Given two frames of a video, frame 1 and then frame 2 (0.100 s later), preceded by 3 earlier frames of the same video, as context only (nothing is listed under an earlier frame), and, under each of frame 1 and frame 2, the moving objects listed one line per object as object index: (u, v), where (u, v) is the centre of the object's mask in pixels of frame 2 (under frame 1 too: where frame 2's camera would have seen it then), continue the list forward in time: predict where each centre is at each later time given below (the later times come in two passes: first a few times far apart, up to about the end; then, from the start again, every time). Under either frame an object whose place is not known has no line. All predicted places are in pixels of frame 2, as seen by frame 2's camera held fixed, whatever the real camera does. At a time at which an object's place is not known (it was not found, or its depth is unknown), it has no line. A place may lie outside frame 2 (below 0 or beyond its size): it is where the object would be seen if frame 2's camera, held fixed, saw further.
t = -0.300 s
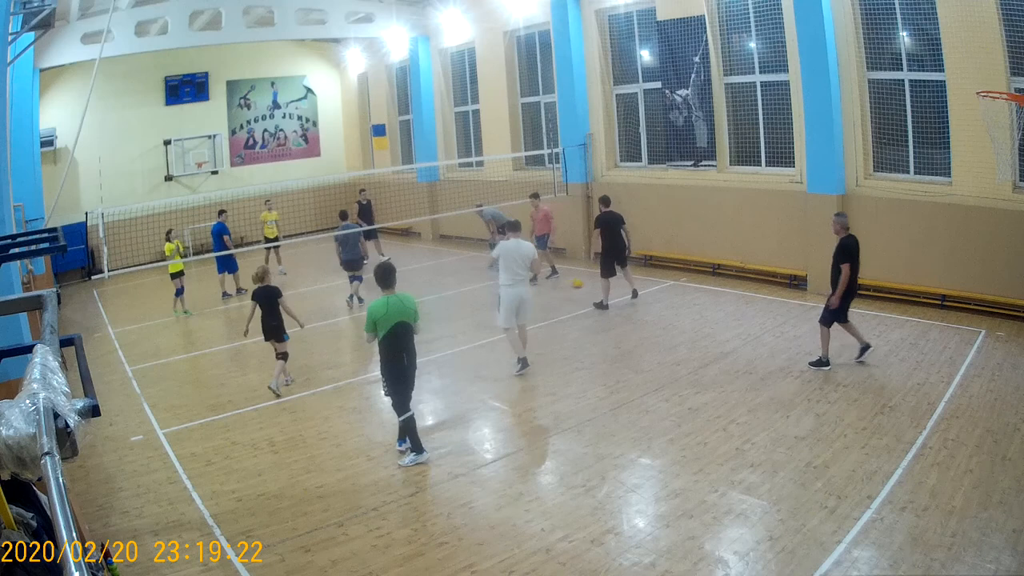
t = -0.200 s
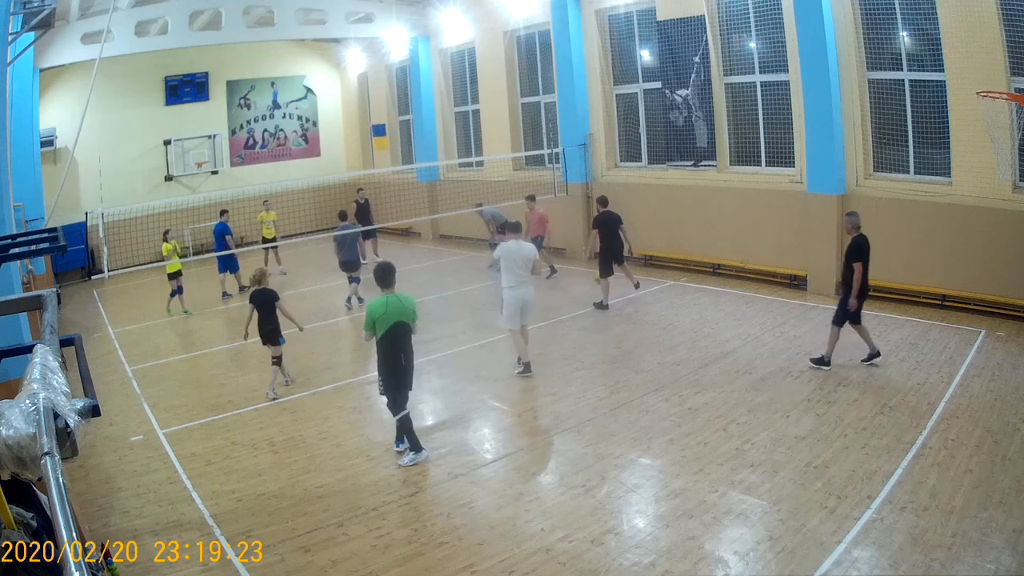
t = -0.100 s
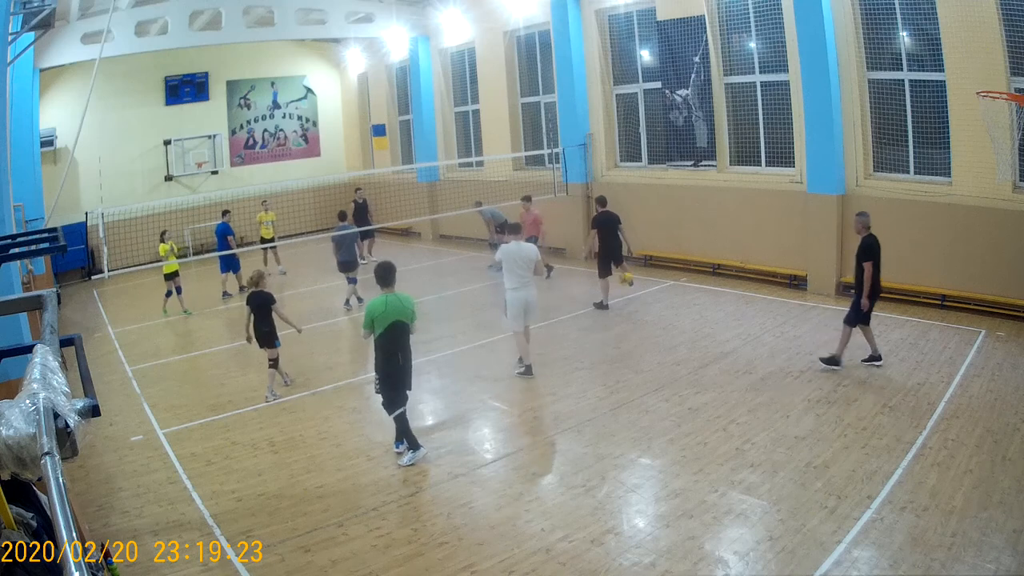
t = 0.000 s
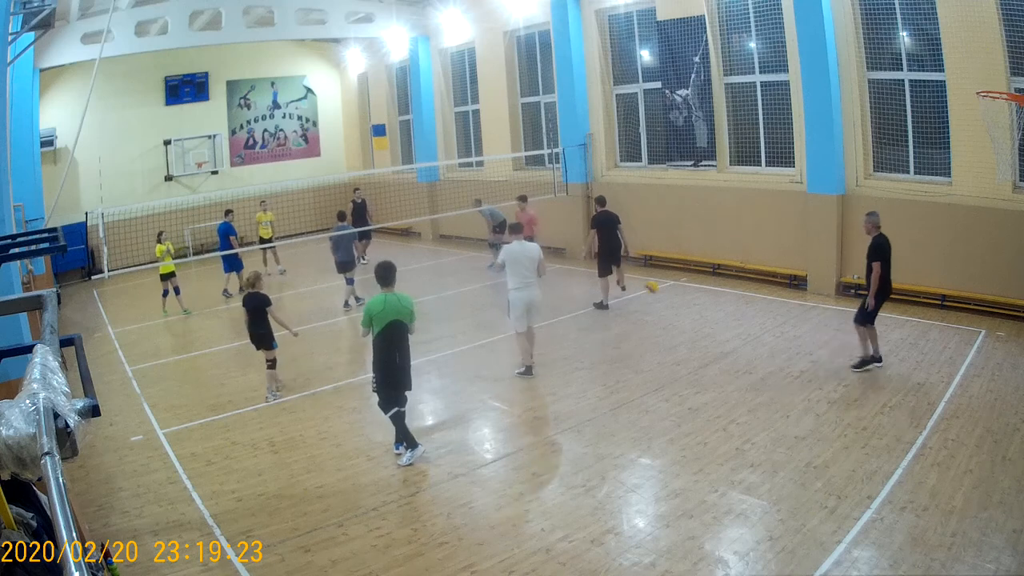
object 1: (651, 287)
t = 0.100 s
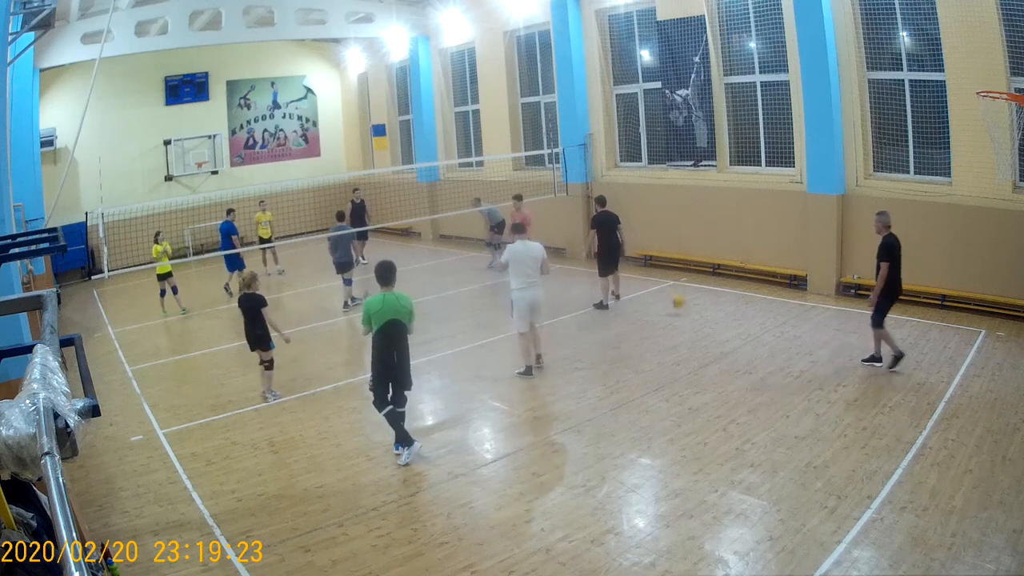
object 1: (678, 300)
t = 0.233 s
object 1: (715, 303)
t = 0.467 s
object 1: (783, 312)
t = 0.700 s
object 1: (850, 318)
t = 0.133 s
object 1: (687, 309)
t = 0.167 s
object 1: (697, 307)
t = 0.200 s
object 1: (705, 304)
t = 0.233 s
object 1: (715, 303)
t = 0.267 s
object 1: (725, 302)
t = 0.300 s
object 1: (734, 301)
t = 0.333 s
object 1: (744, 301)
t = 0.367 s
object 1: (753, 303)
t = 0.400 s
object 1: (762, 305)
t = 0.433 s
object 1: (772, 308)
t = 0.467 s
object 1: (783, 312)
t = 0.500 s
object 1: (792, 315)
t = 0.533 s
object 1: (802, 322)
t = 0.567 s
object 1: (811, 325)
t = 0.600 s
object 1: (821, 321)
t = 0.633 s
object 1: (831, 319)
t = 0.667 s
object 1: (841, 318)
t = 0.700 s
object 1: (850, 318)
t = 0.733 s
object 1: (860, 318)
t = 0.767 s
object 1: (869, 320)
